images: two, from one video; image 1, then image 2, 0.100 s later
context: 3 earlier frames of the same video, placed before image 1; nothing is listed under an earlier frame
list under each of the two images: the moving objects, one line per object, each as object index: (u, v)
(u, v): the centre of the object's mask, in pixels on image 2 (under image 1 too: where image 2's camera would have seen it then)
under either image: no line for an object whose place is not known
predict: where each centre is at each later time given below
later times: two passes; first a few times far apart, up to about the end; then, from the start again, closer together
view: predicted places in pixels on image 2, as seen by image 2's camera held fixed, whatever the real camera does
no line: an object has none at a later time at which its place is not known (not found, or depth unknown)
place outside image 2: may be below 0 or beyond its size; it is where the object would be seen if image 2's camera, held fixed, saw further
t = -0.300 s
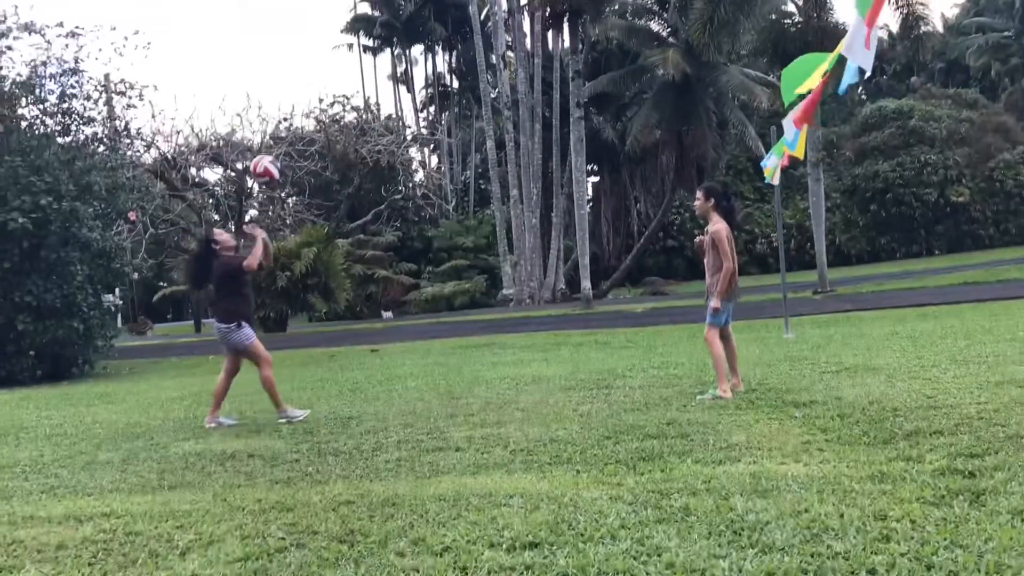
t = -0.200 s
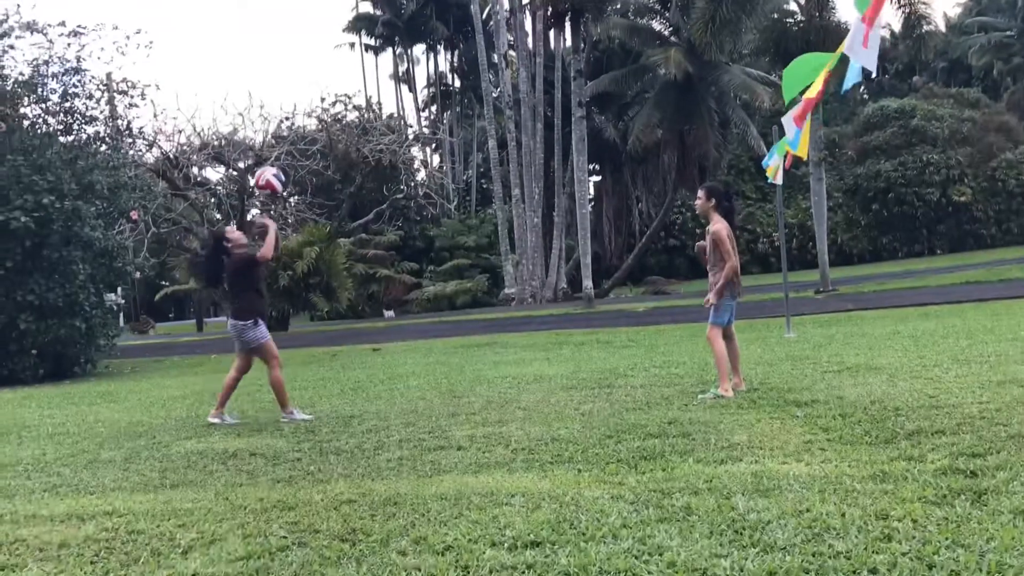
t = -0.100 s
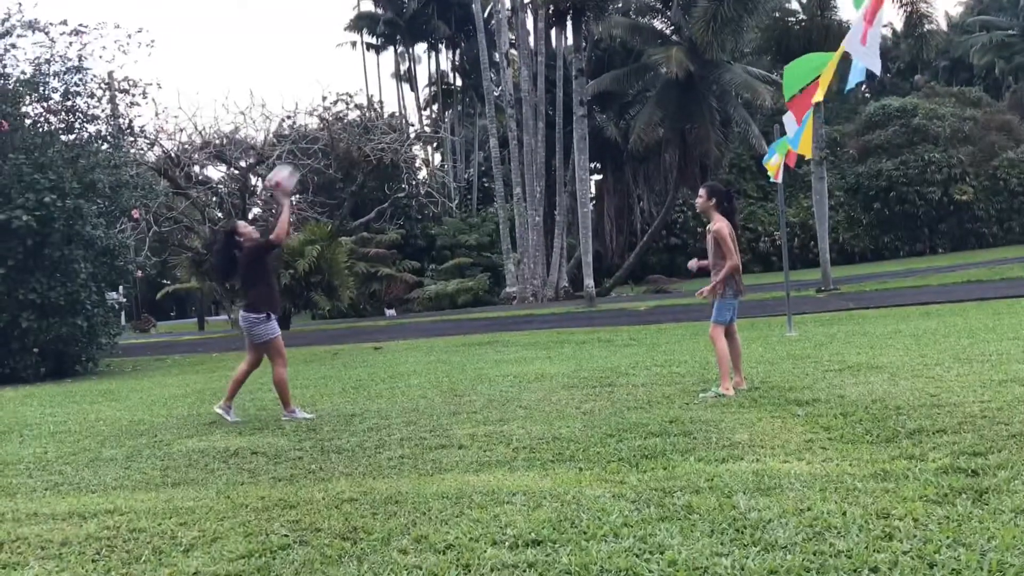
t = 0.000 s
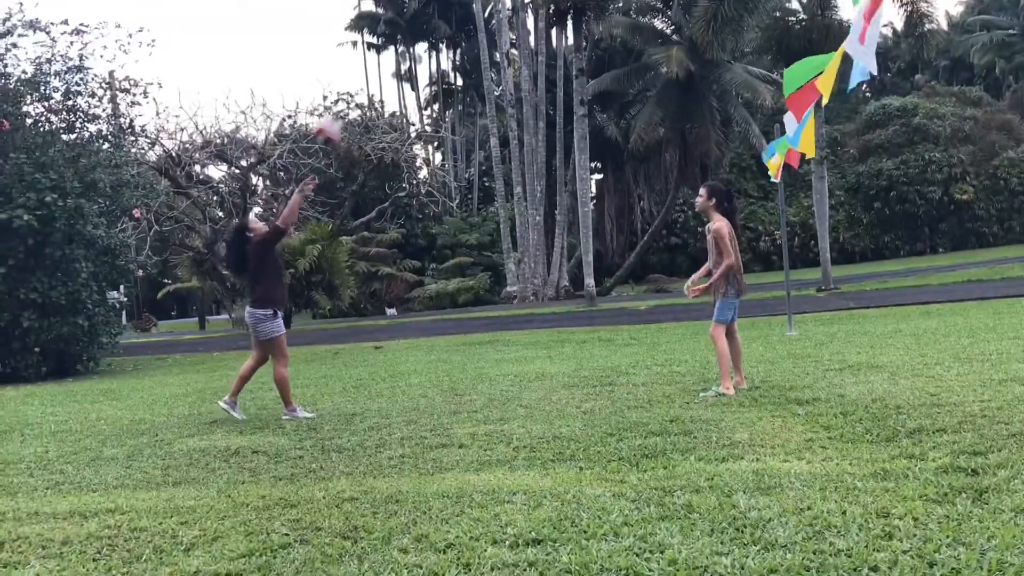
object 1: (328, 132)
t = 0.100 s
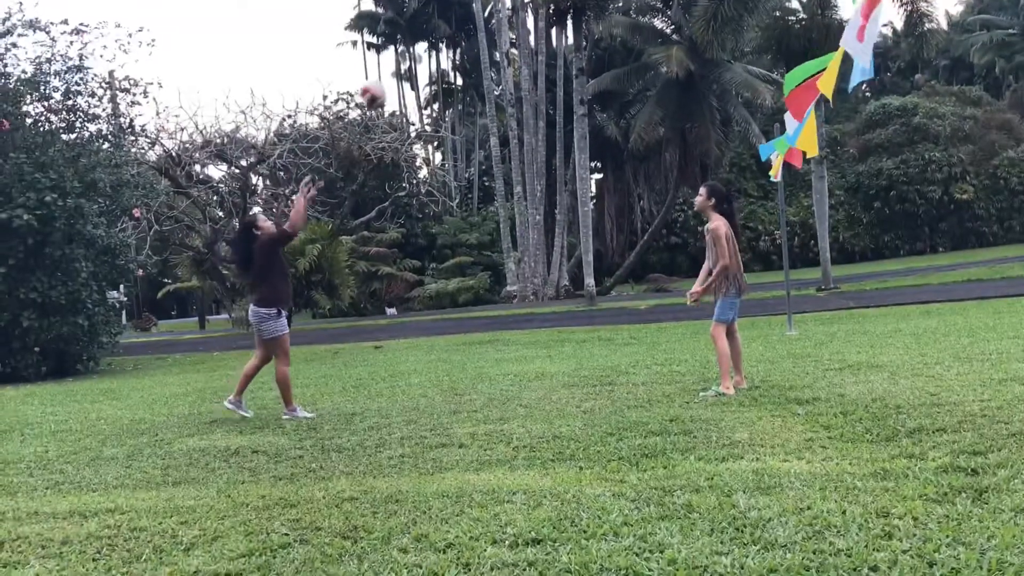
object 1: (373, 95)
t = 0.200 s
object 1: (418, 72)
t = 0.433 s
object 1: (528, 69)
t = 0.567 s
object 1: (591, 100)
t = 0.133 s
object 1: (389, 83)
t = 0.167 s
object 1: (404, 77)
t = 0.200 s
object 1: (418, 72)
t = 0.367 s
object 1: (497, 63)
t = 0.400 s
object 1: (512, 65)
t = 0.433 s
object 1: (528, 69)
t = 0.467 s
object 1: (543, 74)
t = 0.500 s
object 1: (559, 82)
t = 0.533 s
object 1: (575, 90)
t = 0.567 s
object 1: (591, 100)
